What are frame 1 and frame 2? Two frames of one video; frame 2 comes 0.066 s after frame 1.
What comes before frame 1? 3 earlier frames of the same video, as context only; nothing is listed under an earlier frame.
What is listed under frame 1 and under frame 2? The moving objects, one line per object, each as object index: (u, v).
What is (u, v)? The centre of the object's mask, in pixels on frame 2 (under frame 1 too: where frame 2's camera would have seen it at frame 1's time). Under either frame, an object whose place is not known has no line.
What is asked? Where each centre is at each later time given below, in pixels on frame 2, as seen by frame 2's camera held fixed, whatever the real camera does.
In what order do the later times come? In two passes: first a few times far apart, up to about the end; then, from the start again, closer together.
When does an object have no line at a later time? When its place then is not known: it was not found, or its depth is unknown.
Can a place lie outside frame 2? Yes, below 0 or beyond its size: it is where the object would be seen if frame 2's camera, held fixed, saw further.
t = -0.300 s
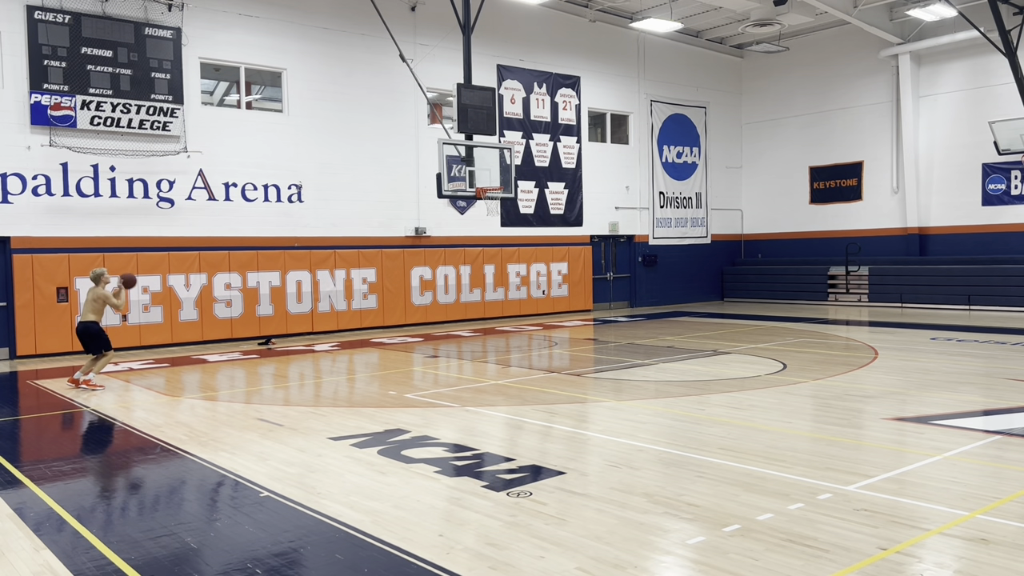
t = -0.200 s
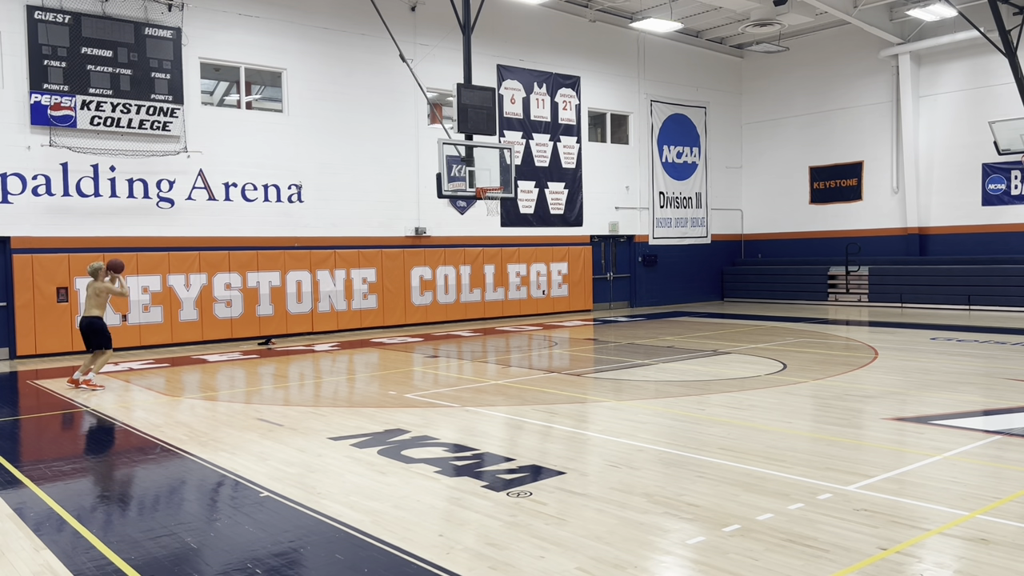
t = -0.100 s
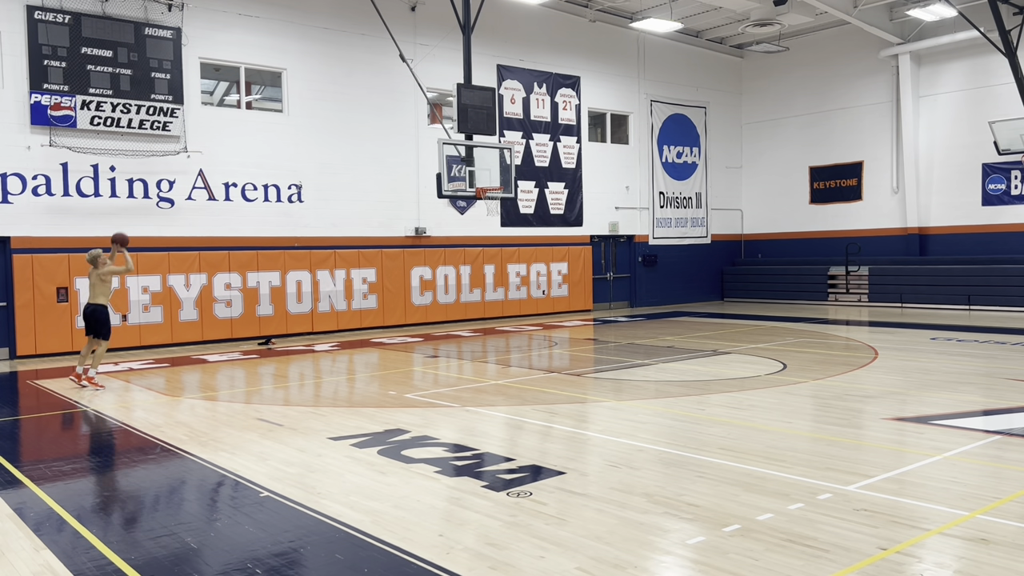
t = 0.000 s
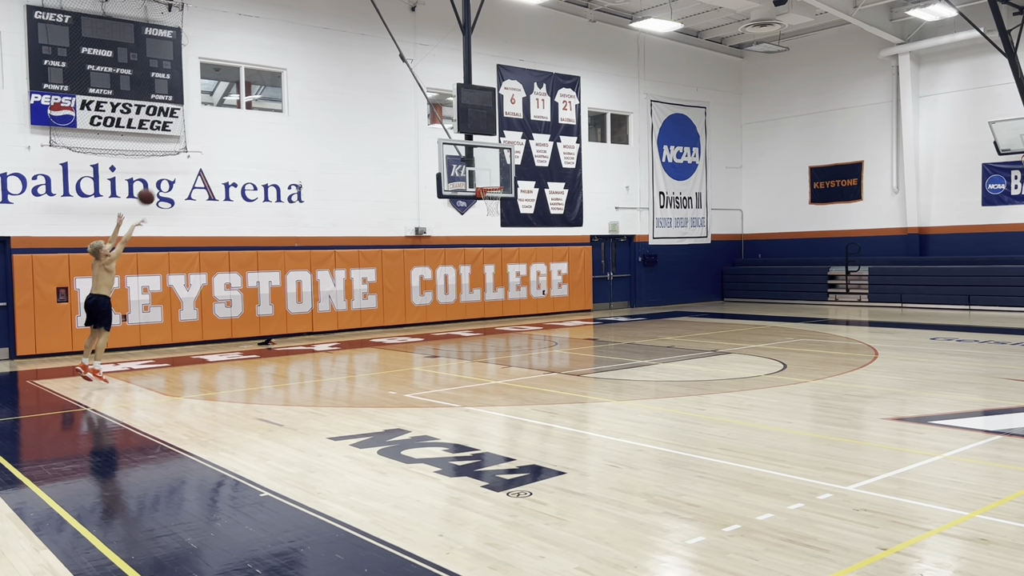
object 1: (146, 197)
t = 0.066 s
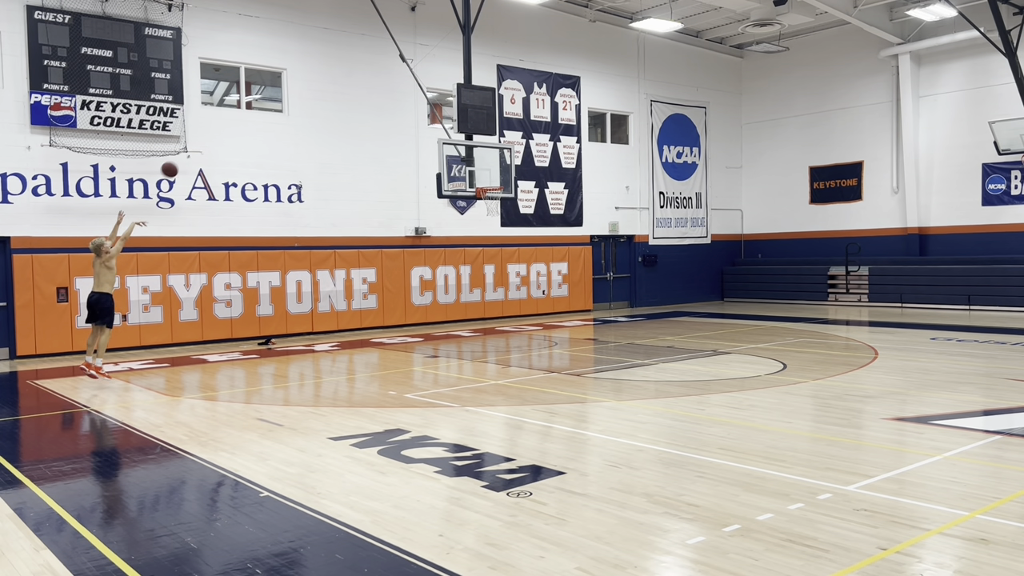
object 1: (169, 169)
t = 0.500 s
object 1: (304, 78)
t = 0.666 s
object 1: (350, 76)
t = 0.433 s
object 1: (286, 83)
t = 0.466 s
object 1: (295, 80)
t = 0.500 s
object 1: (304, 78)
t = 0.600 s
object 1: (332, 75)
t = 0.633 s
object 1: (341, 75)
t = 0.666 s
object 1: (350, 76)
